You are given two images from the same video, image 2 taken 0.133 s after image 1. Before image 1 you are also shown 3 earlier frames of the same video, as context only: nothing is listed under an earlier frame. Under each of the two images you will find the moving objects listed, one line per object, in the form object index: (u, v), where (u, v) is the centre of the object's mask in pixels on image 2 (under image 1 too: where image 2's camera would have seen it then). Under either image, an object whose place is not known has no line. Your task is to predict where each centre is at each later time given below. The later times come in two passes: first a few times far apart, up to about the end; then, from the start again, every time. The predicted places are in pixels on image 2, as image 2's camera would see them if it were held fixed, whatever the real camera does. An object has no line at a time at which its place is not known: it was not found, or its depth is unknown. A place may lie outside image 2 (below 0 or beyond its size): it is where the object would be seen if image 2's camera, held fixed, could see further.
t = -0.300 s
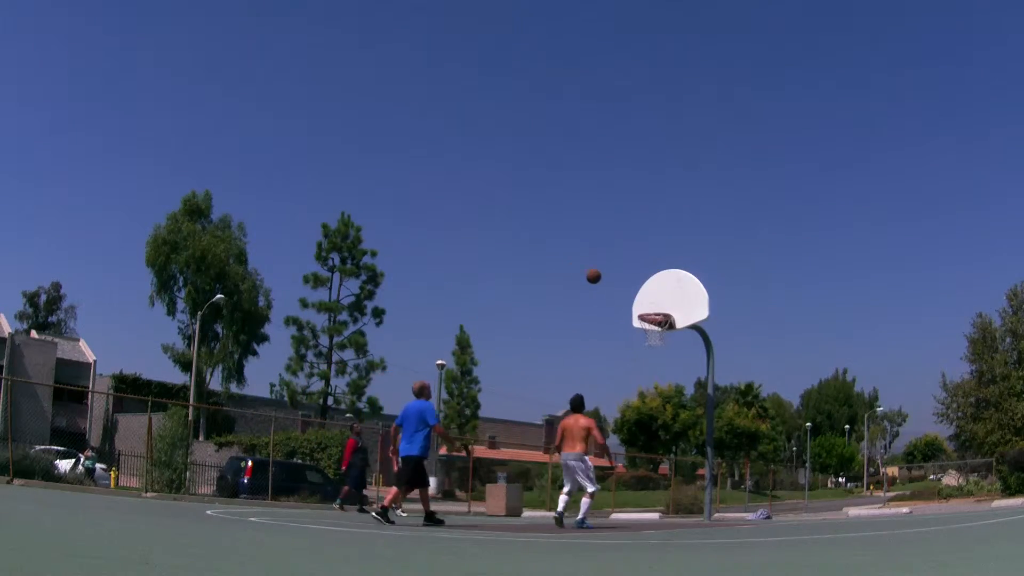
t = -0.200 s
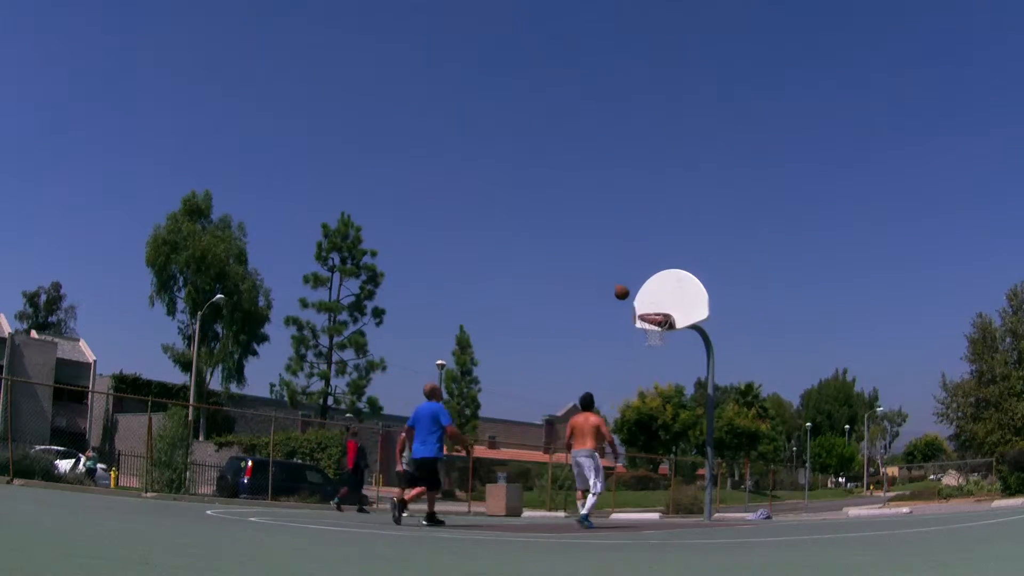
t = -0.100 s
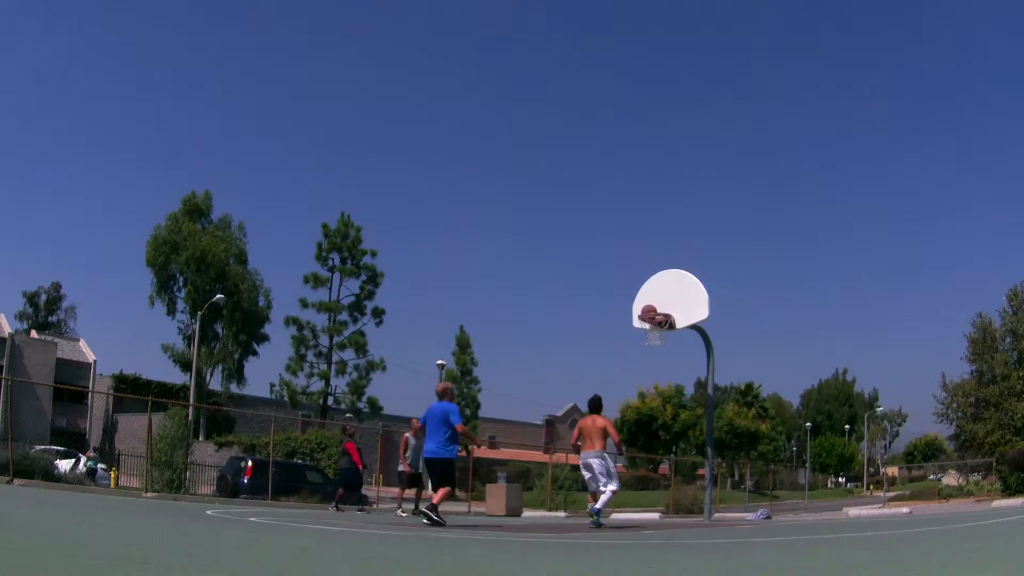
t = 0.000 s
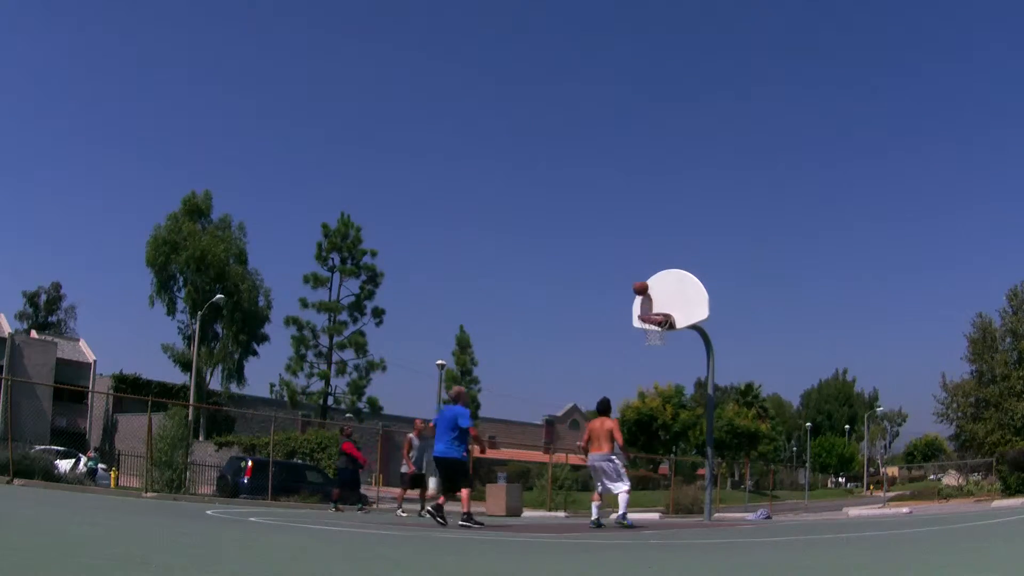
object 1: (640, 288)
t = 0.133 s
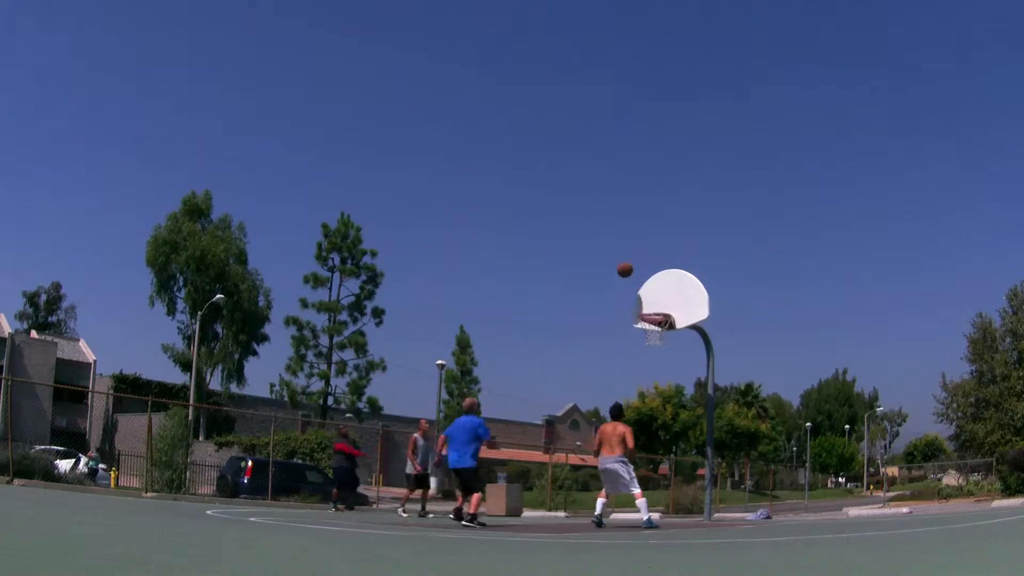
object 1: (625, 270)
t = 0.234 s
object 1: (613, 263)
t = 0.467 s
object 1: (586, 272)
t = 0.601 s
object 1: (569, 293)
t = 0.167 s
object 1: (621, 267)
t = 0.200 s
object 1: (617, 265)
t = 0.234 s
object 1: (613, 263)
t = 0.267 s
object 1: (609, 263)
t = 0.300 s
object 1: (605, 262)
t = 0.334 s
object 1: (601, 263)
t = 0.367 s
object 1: (597, 264)
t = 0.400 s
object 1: (594, 266)
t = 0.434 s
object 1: (590, 269)
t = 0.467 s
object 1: (586, 272)
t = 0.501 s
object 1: (582, 276)
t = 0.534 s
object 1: (577, 281)
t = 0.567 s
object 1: (573, 287)
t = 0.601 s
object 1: (569, 293)
